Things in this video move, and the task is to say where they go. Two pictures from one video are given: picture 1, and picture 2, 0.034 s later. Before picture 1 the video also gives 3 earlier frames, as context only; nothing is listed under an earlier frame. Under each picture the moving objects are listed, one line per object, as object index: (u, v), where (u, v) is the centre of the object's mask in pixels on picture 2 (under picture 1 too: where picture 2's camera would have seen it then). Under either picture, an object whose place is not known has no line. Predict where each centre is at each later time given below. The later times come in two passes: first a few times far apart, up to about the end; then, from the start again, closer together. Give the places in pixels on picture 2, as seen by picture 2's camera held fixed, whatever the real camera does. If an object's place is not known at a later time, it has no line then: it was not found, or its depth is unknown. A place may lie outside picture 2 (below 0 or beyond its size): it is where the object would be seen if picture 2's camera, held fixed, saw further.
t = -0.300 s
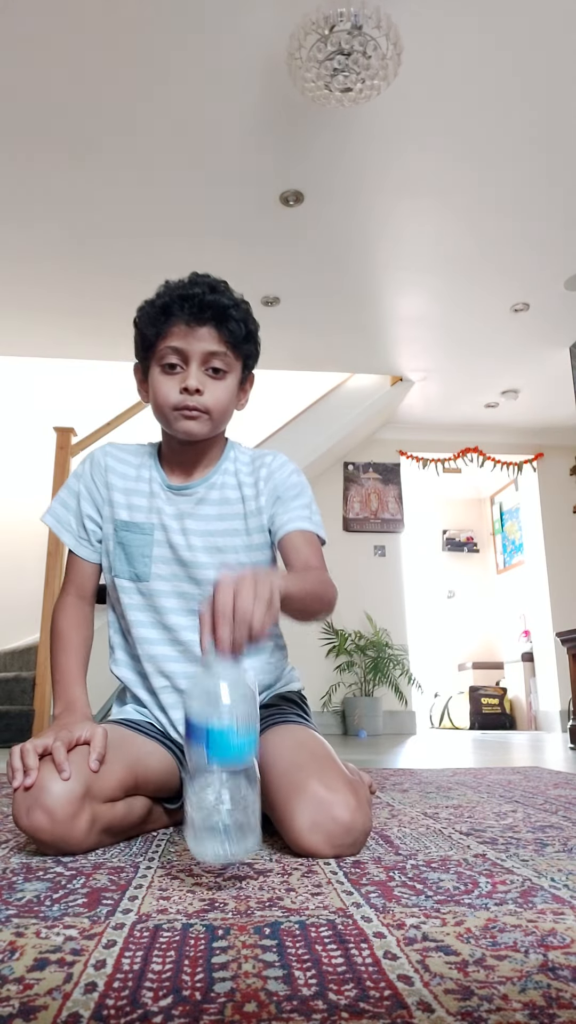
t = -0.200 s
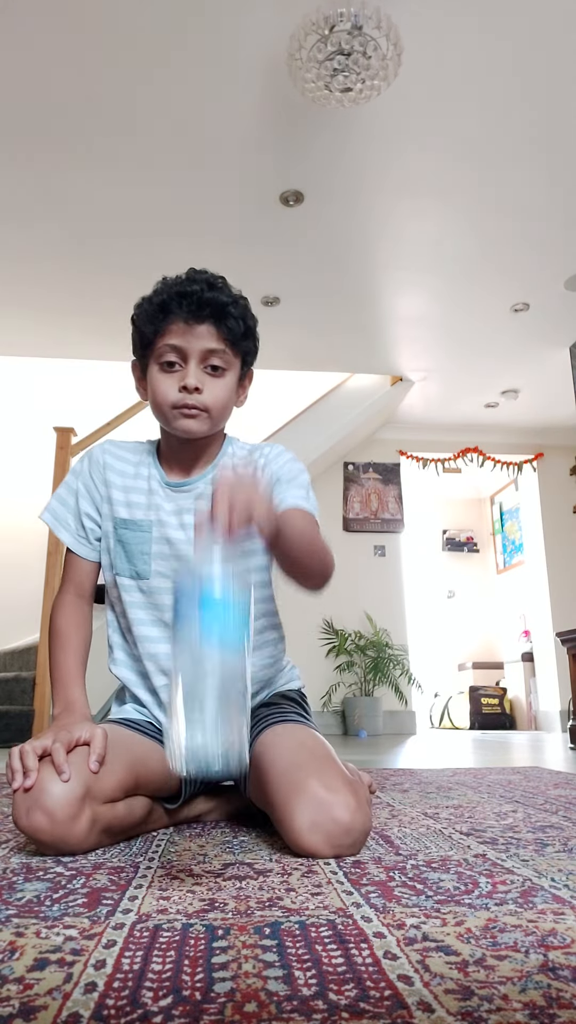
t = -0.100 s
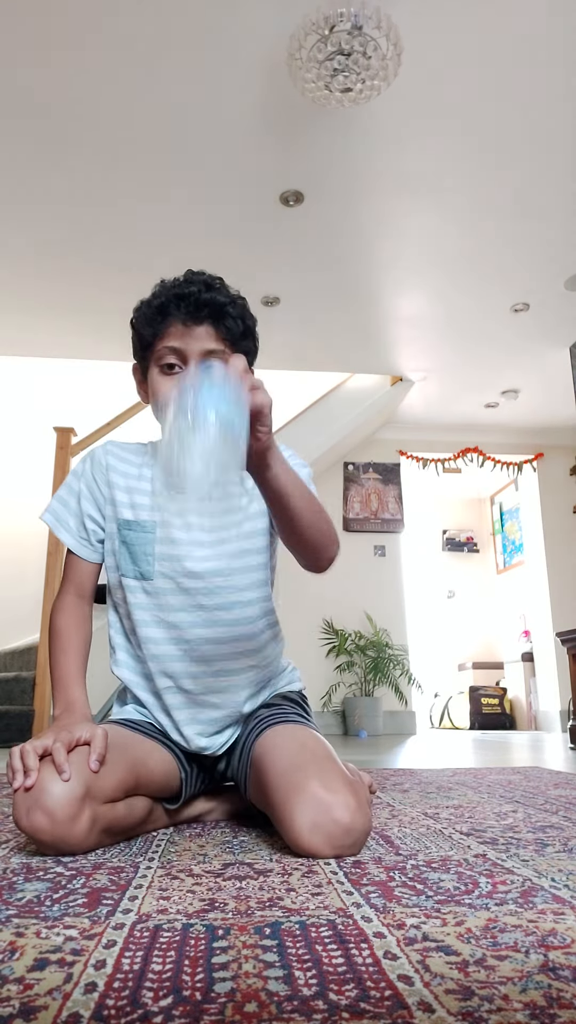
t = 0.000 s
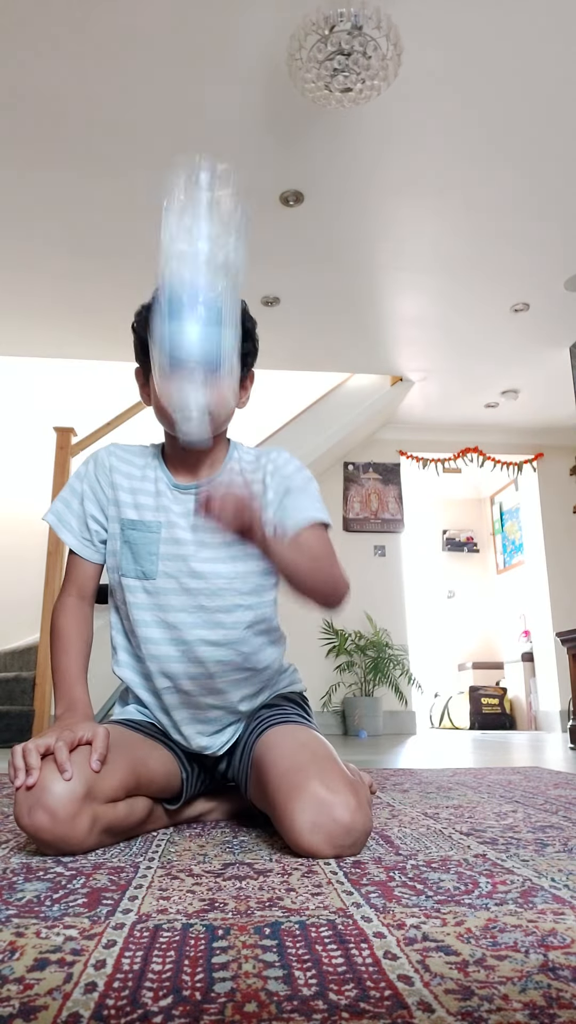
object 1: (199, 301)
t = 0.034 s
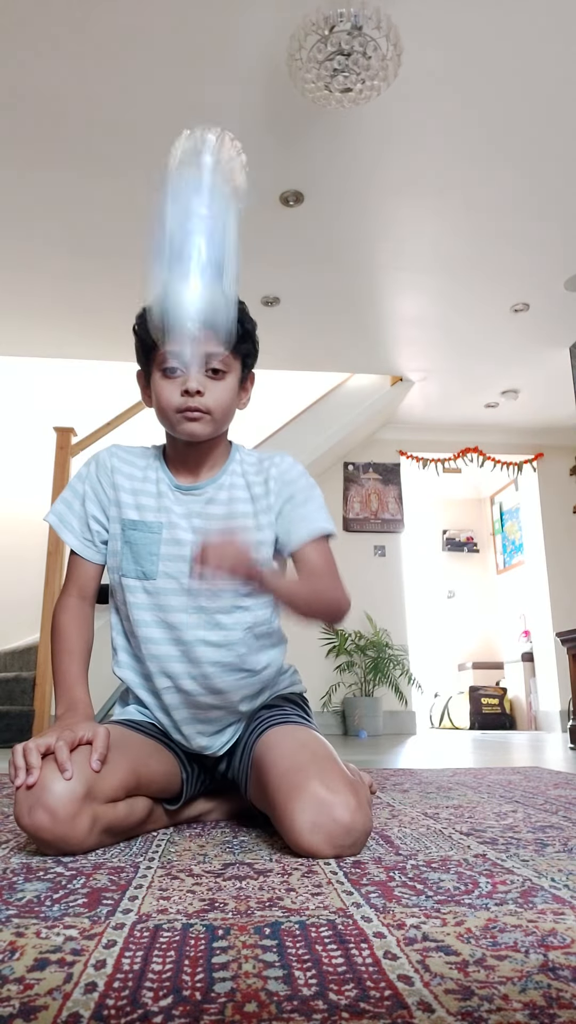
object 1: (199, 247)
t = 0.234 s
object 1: (212, 170)
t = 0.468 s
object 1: (203, 853)
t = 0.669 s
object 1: (256, 879)
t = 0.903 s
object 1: (244, 890)
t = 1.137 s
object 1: (243, 889)
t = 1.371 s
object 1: (244, 890)
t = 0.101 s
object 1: (200, 139)
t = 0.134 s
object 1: (203, 125)
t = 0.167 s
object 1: (206, 127)
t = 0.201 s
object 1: (209, 141)
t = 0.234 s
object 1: (212, 170)
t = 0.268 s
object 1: (214, 217)
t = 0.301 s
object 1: (213, 282)
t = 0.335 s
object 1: (216, 348)
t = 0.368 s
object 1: (212, 462)
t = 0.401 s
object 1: (212, 590)
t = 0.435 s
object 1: (208, 733)
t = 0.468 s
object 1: (203, 853)
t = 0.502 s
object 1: (213, 838)
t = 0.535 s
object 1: (216, 840)
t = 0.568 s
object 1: (219, 844)
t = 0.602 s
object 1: (230, 843)
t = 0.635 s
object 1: (244, 858)
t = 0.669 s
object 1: (256, 879)
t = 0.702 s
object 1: (256, 894)
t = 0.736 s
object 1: (253, 893)
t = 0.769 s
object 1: (251, 892)
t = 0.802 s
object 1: (248, 892)
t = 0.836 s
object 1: (246, 891)
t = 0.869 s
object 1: (244, 890)
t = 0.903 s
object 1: (244, 890)
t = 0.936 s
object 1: (243, 889)
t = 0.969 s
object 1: (243, 889)
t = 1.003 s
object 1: (243, 889)
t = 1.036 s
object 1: (243, 889)
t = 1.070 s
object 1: (243, 889)
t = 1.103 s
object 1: (243, 889)
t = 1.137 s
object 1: (243, 889)
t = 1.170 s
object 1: (243, 890)
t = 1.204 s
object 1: (244, 890)
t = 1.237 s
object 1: (244, 890)
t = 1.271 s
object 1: (244, 890)
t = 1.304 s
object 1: (244, 890)
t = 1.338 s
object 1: (244, 890)
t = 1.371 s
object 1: (244, 890)
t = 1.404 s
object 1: (244, 890)
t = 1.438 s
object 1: (244, 890)
